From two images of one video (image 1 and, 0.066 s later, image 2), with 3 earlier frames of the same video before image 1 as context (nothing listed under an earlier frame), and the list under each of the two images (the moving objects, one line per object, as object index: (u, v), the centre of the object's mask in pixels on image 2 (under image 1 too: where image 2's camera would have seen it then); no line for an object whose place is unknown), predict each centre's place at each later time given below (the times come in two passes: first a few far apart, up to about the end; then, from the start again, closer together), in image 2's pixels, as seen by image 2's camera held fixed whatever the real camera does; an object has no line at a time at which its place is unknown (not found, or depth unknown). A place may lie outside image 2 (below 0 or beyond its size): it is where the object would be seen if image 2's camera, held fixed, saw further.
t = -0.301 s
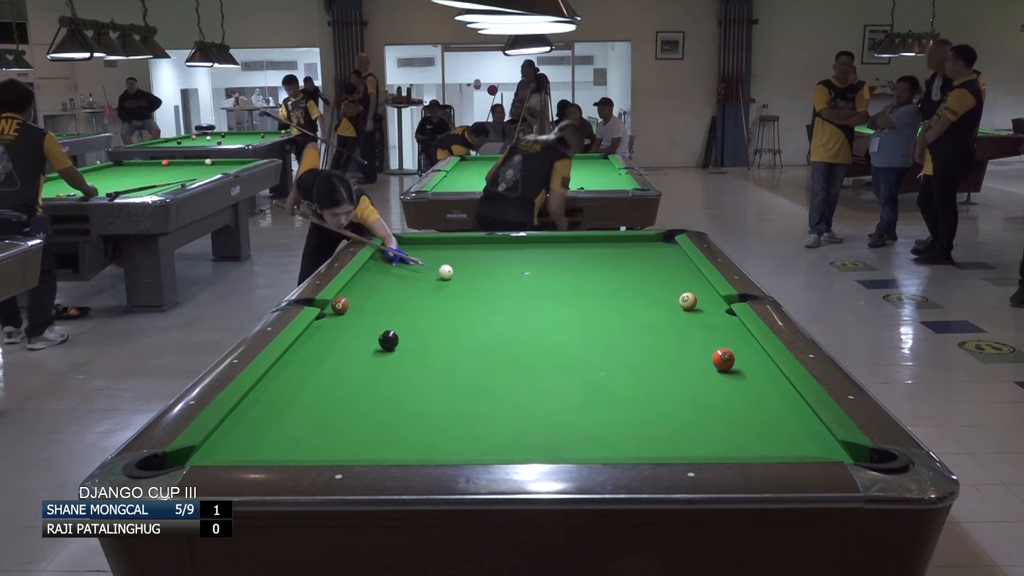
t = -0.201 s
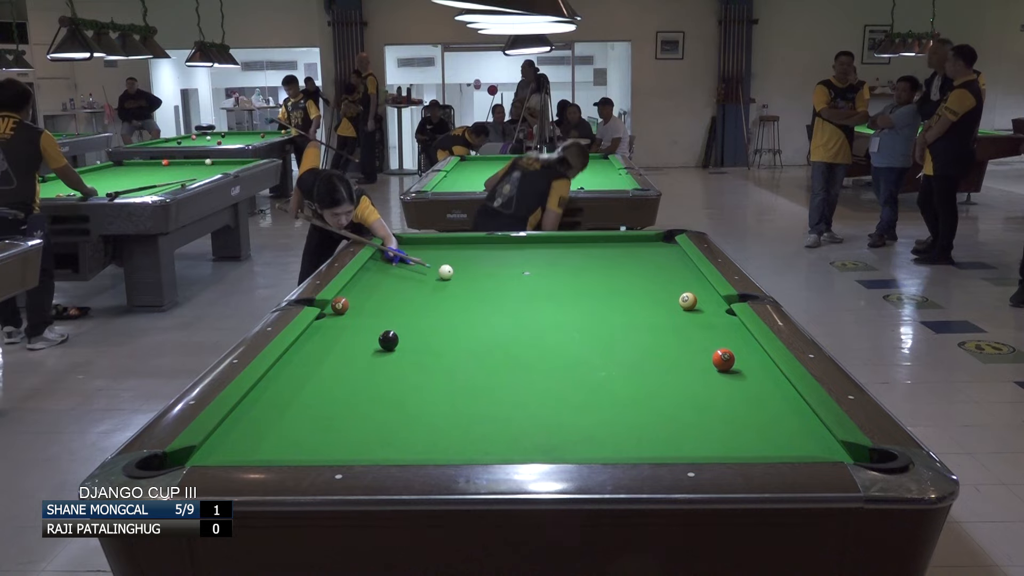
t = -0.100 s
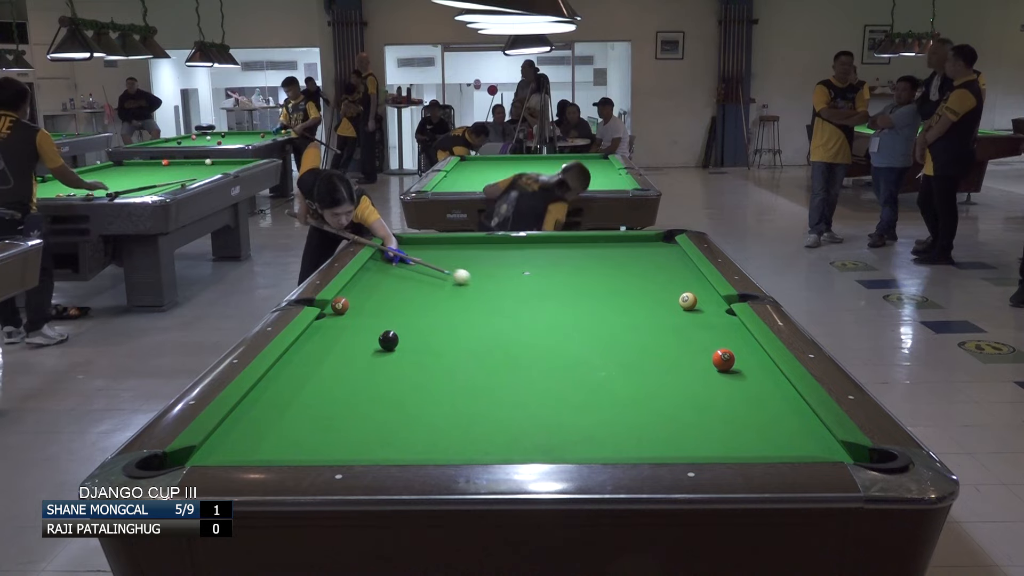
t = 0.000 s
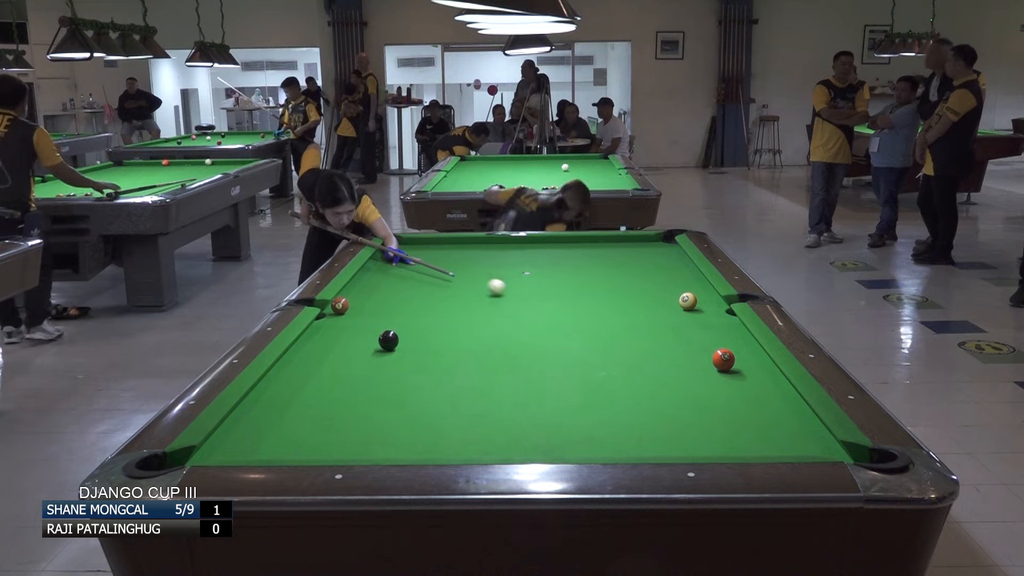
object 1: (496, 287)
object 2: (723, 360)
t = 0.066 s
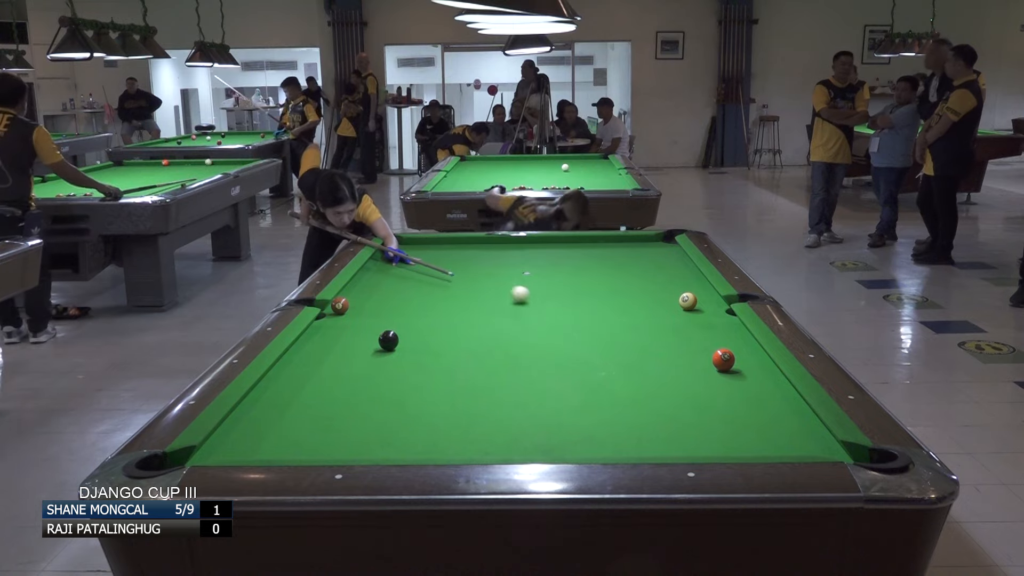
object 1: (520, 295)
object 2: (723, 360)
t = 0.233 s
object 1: (578, 312)
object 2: (723, 360)
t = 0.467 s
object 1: (673, 340)
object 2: (724, 360)
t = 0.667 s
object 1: (751, 353)
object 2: (744, 377)
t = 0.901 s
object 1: (719, 356)
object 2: (784, 411)
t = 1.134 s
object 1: (686, 359)
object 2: (830, 447)
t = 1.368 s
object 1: (654, 362)
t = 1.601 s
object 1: (623, 365)
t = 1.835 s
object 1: (593, 368)
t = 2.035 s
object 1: (567, 370)
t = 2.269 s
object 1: (539, 372)
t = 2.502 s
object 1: (512, 374)
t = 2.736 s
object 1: (486, 376)
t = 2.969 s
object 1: (462, 378)
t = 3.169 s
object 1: (442, 380)
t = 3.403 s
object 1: (420, 382)
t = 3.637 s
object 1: (400, 384)
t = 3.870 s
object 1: (380, 386)
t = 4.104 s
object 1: (363, 387)
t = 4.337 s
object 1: (346, 389)
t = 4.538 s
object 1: (334, 391)
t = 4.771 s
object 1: (321, 392)
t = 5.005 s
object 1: (309, 393)
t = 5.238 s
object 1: (299, 394)
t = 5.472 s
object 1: (291, 395)
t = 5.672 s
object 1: (285, 396)
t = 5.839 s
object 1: (281, 397)
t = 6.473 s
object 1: (273, 398)
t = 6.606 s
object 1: (273, 398)
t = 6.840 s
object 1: (273, 398)
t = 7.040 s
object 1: (273, 398)
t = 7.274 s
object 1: (273, 398)
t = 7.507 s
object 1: (273, 398)
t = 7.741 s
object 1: (273, 398)
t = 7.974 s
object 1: (273, 398)
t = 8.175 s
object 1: (273, 398)
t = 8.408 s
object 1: (273, 398)
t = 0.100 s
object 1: (531, 298)
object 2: (723, 360)
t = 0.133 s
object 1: (543, 301)
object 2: (723, 360)
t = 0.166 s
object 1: (555, 305)
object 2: (723, 360)
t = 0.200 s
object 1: (567, 309)
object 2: (723, 360)
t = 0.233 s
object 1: (578, 312)
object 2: (723, 360)
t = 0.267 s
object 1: (591, 316)
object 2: (723, 360)
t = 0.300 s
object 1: (603, 319)
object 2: (723, 360)
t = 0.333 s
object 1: (616, 324)
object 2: (723, 360)
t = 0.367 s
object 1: (630, 327)
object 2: (723, 360)
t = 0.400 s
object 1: (644, 332)
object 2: (723, 360)
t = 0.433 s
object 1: (658, 336)
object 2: (723, 360)
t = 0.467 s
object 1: (673, 340)
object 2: (724, 360)
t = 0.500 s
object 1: (688, 345)
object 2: (723, 360)
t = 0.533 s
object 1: (703, 349)
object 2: (723, 360)
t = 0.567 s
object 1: (716, 349)
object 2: (725, 361)
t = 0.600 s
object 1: (729, 349)
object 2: (731, 366)
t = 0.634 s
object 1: (739, 352)
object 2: (738, 371)
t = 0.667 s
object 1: (751, 353)
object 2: (744, 377)
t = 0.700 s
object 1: (753, 354)
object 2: (750, 382)
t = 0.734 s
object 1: (745, 354)
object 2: (756, 387)
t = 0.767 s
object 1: (739, 354)
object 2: (761, 392)
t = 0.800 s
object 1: (734, 355)
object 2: (767, 396)
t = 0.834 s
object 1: (729, 355)
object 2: (772, 401)
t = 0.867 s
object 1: (724, 356)
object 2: (778, 406)
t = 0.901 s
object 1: (719, 356)
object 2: (784, 411)
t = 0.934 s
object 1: (715, 356)
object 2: (790, 416)
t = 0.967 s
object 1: (710, 357)
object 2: (796, 421)
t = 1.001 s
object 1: (705, 357)
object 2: (803, 426)
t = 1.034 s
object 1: (700, 358)
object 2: (809, 432)
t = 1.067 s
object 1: (696, 358)
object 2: (816, 437)
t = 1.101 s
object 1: (691, 359)
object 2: (823, 442)
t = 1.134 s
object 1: (686, 359)
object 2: (830, 447)
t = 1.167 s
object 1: (682, 360)
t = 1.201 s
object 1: (677, 360)
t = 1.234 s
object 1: (672, 360)
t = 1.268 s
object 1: (668, 361)
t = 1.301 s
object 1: (663, 361)
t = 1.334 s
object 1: (659, 362)
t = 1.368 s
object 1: (654, 362)
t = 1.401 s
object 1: (650, 362)
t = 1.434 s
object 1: (645, 363)
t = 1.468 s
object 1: (641, 363)
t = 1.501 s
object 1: (636, 363)
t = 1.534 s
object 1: (631, 364)
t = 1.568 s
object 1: (627, 364)
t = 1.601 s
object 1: (623, 365)
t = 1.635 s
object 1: (618, 365)
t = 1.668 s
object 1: (614, 366)
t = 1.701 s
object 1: (610, 366)
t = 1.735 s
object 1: (605, 366)
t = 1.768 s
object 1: (601, 367)
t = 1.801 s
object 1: (597, 367)
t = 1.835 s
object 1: (593, 368)
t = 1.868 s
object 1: (588, 368)
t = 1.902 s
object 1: (584, 368)
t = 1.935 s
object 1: (580, 369)
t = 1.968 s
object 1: (576, 369)
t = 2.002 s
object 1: (572, 369)
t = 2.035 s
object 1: (567, 370)
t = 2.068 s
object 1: (563, 370)
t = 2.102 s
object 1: (559, 370)
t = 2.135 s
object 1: (555, 371)
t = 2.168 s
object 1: (551, 371)
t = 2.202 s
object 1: (547, 372)
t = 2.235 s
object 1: (543, 372)
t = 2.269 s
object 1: (539, 372)
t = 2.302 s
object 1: (535, 372)
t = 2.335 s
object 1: (531, 373)
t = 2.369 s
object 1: (527, 373)
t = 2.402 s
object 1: (523, 373)
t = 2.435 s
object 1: (520, 374)
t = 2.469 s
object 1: (516, 374)
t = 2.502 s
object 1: (512, 374)
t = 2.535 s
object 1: (508, 374)
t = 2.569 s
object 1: (505, 375)
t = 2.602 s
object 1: (501, 375)
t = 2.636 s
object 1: (497, 375)
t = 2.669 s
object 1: (493, 376)
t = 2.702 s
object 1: (490, 376)
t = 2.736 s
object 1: (486, 376)
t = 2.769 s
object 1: (483, 377)
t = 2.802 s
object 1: (479, 377)
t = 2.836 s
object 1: (476, 377)
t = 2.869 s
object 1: (472, 378)
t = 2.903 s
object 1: (469, 378)
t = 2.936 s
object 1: (465, 378)
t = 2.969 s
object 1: (462, 378)
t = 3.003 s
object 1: (458, 379)
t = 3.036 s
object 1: (455, 379)
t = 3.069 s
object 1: (452, 379)
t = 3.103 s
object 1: (448, 380)
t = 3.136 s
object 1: (445, 380)
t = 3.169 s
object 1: (442, 380)
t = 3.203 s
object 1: (439, 381)
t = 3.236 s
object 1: (436, 381)
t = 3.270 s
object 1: (432, 381)
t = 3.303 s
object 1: (429, 381)
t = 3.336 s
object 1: (426, 382)
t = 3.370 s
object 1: (423, 382)
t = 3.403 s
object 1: (420, 382)
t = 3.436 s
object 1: (417, 382)
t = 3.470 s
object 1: (414, 383)
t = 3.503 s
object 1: (411, 383)
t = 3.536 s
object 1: (408, 383)
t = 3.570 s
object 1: (405, 384)
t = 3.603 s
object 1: (402, 384)
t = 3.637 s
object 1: (400, 384)
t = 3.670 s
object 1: (397, 384)
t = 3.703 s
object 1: (394, 385)
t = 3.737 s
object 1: (391, 385)
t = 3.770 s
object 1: (388, 385)
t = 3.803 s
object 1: (386, 385)
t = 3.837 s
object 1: (383, 385)
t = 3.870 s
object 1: (380, 386)
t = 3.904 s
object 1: (378, 386)
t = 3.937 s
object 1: (375, 386)
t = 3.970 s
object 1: (372, 386)
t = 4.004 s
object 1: (370, 387)
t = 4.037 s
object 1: (368, 387)
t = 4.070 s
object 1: (365, 387)
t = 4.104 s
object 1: (363, 387)
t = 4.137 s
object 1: (360, 388)
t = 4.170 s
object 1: (358, 388)
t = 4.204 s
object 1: (356, 388)
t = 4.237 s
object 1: (353, 388)
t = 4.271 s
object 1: (351, 388)
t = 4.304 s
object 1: (349, 389)
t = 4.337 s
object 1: (346, 389)
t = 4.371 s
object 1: (344, 390)
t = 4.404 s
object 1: (342, 390)
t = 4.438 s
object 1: (340, 390)
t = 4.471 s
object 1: (338, 390)
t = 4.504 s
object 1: (336, 390)
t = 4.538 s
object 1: (334, 391)
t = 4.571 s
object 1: (332, 391)
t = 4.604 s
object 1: (330, 391)
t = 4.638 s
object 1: (328, 391)
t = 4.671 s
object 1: (326, 392)
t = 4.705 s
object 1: (324, 392)
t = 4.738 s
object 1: (323, 392)
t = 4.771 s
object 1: (321, 392)
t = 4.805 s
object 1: (319, 393)
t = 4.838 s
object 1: (317, 393)
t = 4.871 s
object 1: (316, 393)
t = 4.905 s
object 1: (314, 393)
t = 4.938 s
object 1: (312, 393)
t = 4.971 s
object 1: (311, 393)
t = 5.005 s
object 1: (309, 393)
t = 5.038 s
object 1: (308, 393)
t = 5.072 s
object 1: (306, 394)
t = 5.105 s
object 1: (305, 394)
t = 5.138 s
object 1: (303, 394)
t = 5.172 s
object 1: (302, 394)
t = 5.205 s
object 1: (300, 394)
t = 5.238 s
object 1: (299, 394)
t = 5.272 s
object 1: (298, 395)
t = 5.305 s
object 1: (296, 395)
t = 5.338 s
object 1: (295, 395)
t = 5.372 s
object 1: (294, 395)
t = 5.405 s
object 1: (293, 395)
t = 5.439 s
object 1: (292, 395)
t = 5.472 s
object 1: (291, 395)
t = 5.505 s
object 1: (290, 396)
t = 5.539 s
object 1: (289, 396)
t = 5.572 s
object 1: (288, 396)
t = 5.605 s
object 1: (286, 396)
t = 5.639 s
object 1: (286, 396)
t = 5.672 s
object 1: (285, 396)
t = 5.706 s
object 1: (284, 397)
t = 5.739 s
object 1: (283, 397)
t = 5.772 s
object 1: (282, 397)
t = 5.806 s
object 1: (281, 397)
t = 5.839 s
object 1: (281, 397)
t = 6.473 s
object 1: (273, 398)
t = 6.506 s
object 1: (273, 398)
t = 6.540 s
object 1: (273, 398)
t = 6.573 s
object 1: (273, 398)
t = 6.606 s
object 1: (273, 398)
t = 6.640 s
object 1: (273, 398)
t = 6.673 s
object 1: (273, 398)
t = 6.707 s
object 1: (273, 398)
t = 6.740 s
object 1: (273, 398)
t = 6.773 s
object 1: (273, 398)
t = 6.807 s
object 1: (273, 398)
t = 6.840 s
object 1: (273, 398)
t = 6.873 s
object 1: (273, 398)
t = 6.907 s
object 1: (273, 398)
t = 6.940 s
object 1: (273, 398)
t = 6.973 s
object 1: (273, 398)
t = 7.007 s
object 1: (273, 398)
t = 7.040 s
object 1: (273, 398)
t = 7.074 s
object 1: (273, 398)
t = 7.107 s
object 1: (273, 398)
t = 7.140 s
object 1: (273, 398)
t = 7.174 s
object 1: (273, 398)
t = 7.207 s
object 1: (273, 398)
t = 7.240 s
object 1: (273, 398)
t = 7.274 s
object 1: (273, 398)
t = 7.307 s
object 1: (273, 398)
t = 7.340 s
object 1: (273, 398)
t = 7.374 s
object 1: (273, 398)
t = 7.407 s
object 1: (273, 398)
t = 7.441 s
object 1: (273, 398)
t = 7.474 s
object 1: (273, 398)
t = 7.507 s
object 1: (273, 398)
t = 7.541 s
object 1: (273, 398)
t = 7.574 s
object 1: (273, 398)
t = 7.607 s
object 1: (273, 398)
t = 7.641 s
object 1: (273, 398)
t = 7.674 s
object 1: (273, 398)
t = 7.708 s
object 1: (273, 398)
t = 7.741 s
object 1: (273, 398)
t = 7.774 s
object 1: (273, 398)
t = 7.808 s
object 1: (273, 397)
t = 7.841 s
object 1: (273, 398)
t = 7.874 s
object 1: (273, 398)
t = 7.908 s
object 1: (273, 398)
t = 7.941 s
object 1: (273, 398)
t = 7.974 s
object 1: (273, 398)
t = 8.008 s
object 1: (273, 398)
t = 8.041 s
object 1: (273, 398)
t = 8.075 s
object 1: (273, 398)
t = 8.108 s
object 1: (273, 398)
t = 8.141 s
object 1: (273, 398)
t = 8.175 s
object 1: (273, 398)
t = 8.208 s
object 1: (273, 398)
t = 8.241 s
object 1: (273, 398)
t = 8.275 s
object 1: (273, 398)
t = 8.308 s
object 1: (273, 398)
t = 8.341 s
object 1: (273, 398)
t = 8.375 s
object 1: (273, 398)
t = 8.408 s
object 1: (273, 398)
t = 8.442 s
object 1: (273, 398)
